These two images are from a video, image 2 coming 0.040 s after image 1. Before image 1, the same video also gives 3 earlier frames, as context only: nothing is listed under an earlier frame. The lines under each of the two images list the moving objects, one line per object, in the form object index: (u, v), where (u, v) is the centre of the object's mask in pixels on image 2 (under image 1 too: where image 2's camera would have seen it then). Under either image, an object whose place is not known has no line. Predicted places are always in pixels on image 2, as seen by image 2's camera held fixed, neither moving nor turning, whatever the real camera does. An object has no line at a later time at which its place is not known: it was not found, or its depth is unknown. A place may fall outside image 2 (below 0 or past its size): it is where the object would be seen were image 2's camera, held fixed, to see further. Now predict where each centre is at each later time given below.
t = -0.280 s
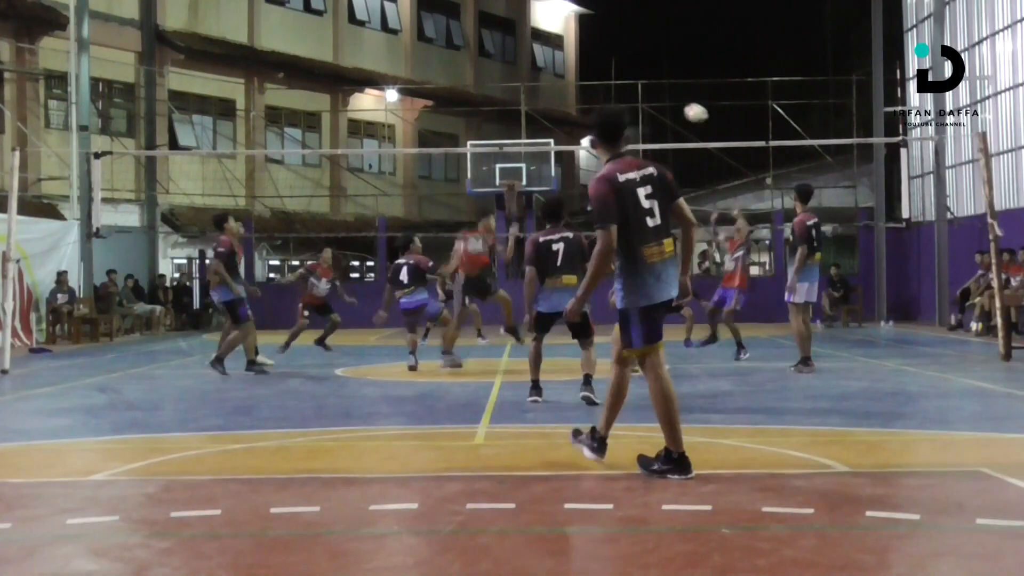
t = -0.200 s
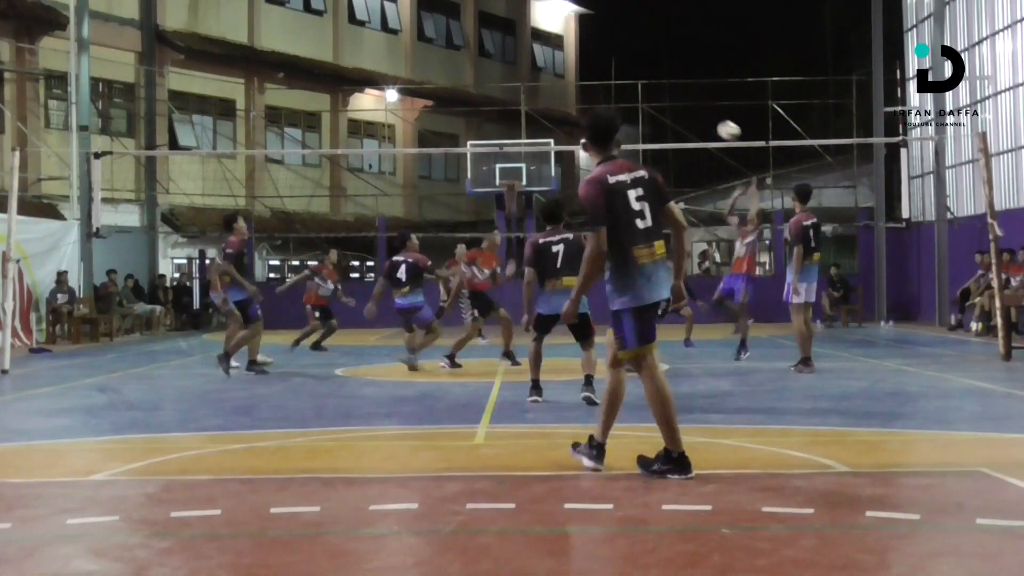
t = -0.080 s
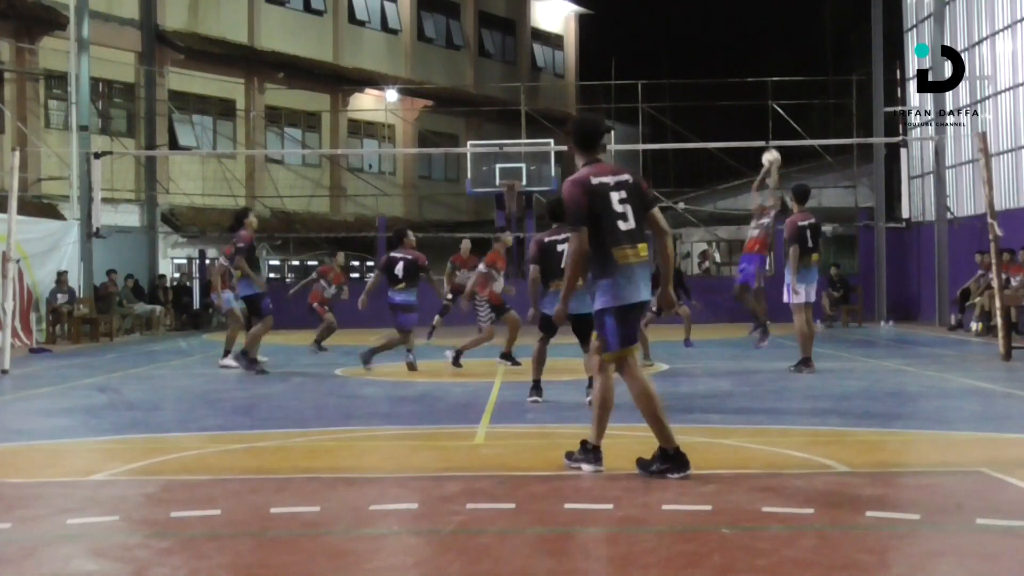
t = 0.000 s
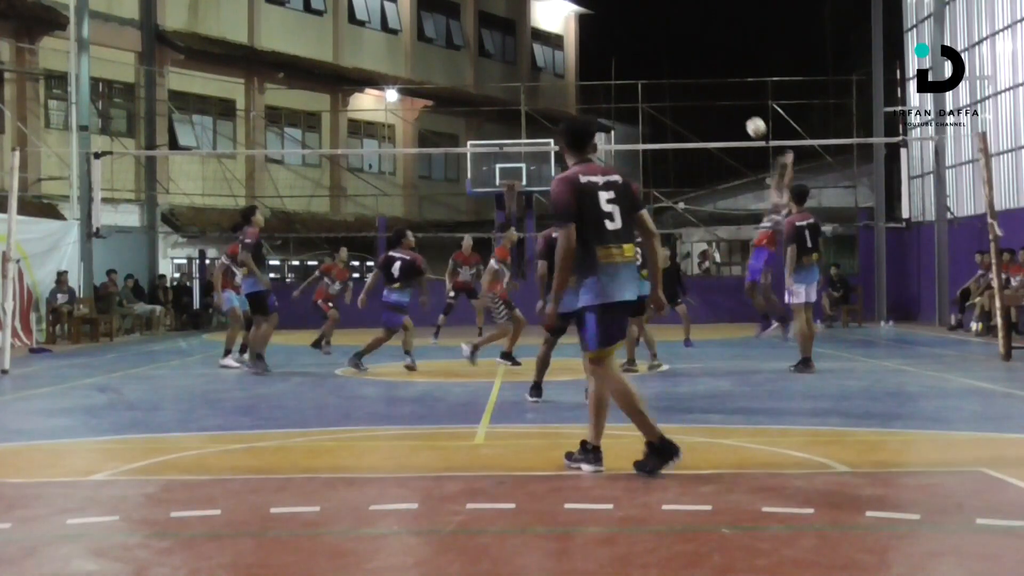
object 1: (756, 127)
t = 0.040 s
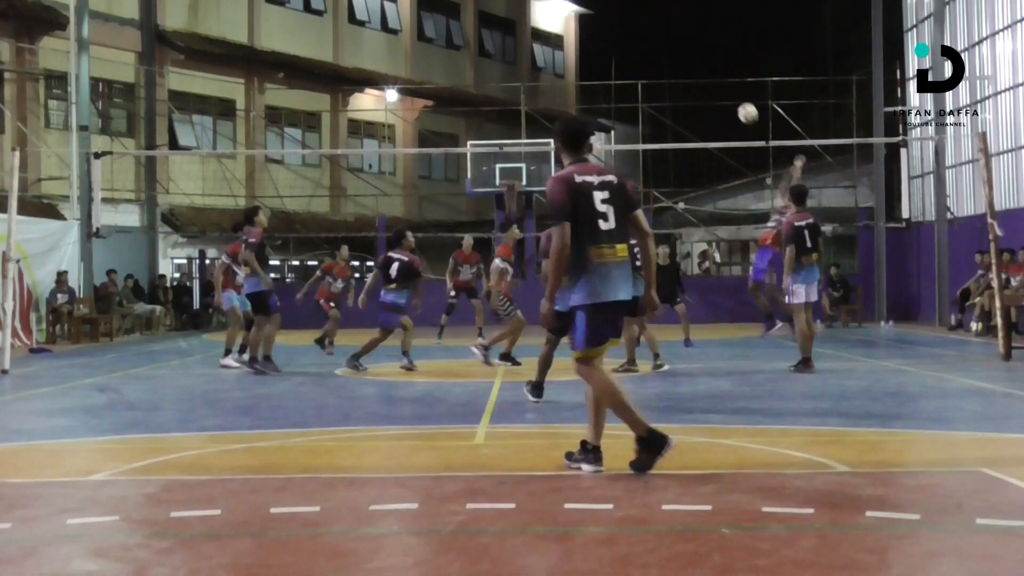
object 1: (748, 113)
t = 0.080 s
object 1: (740, 101)
